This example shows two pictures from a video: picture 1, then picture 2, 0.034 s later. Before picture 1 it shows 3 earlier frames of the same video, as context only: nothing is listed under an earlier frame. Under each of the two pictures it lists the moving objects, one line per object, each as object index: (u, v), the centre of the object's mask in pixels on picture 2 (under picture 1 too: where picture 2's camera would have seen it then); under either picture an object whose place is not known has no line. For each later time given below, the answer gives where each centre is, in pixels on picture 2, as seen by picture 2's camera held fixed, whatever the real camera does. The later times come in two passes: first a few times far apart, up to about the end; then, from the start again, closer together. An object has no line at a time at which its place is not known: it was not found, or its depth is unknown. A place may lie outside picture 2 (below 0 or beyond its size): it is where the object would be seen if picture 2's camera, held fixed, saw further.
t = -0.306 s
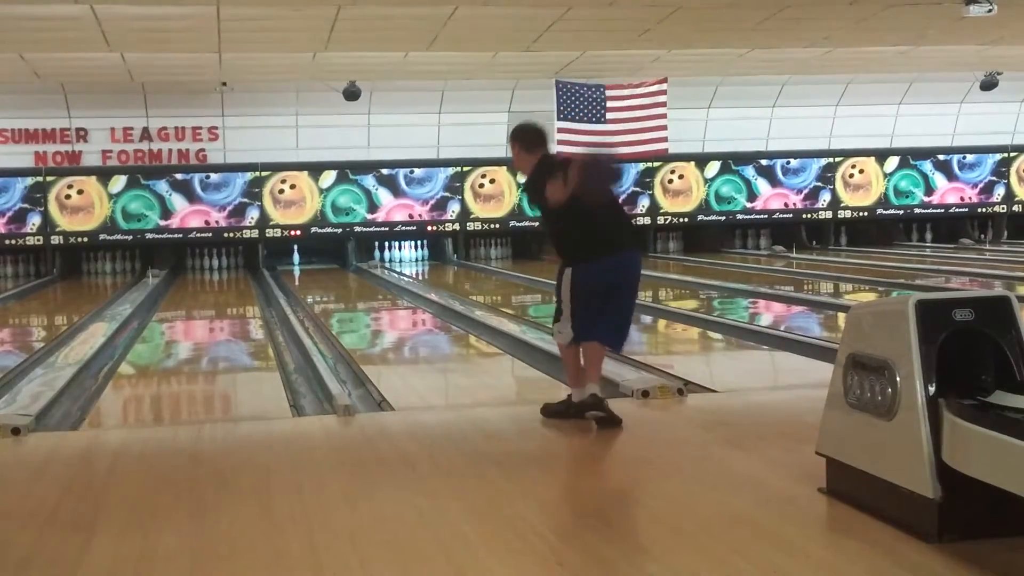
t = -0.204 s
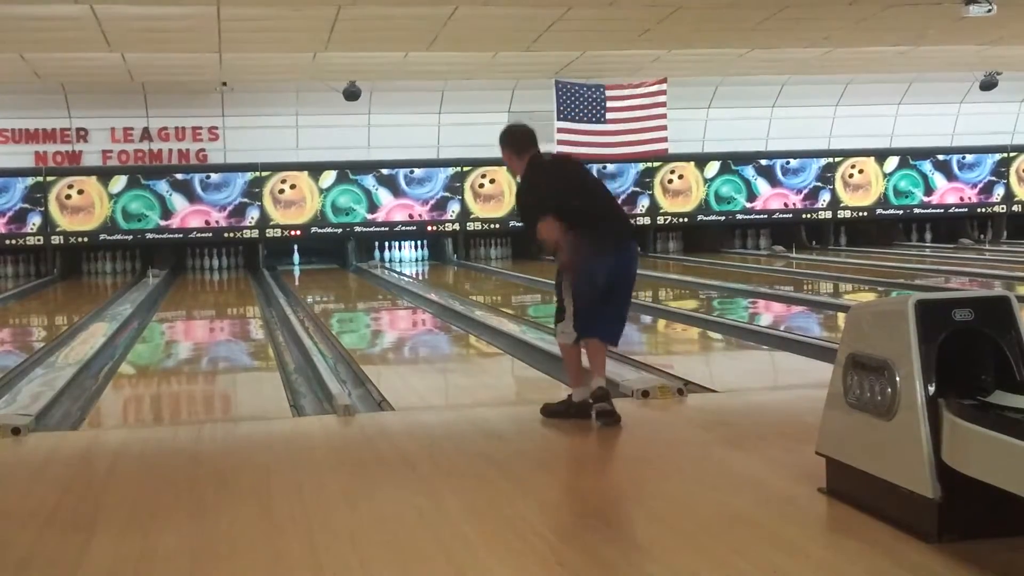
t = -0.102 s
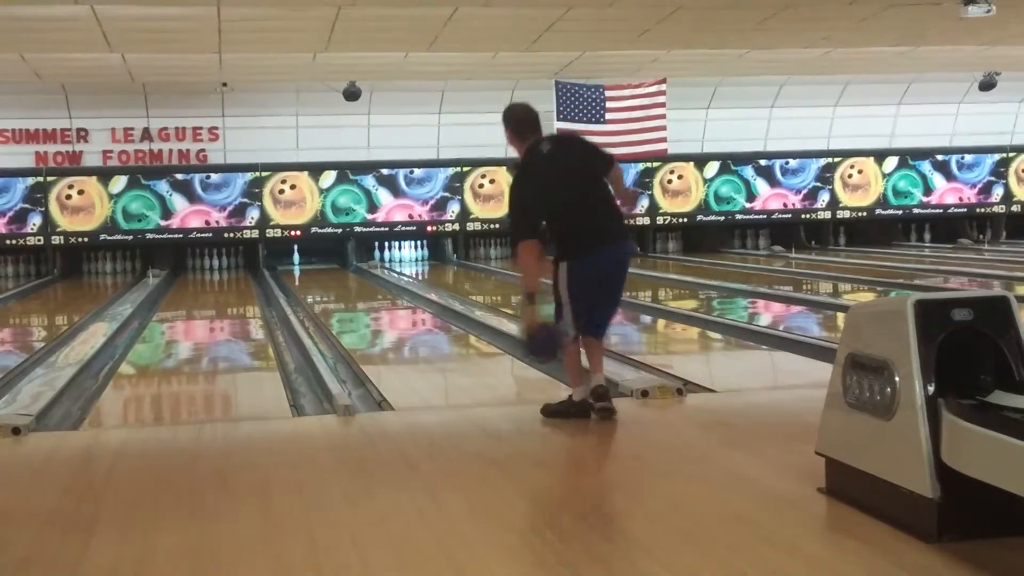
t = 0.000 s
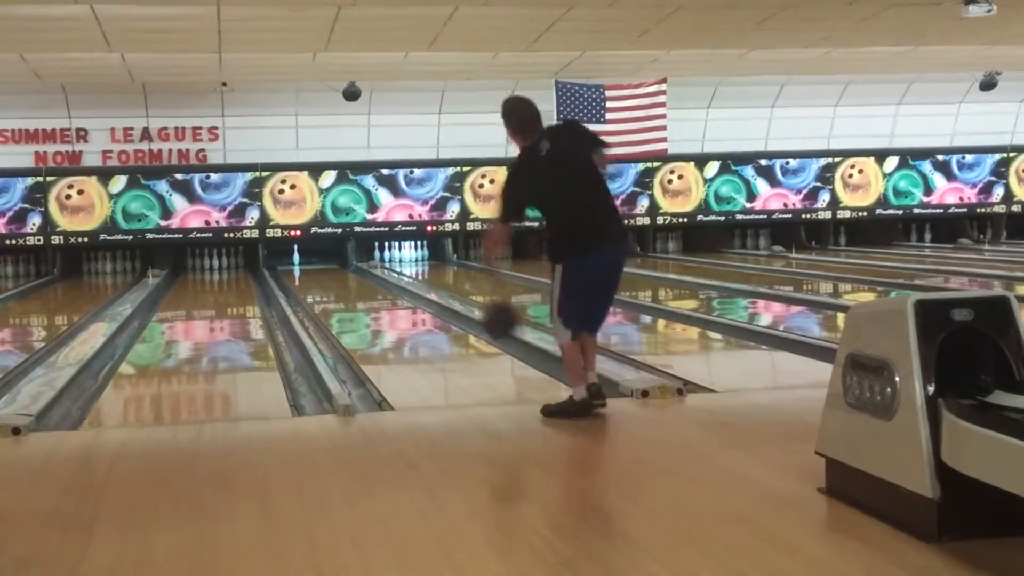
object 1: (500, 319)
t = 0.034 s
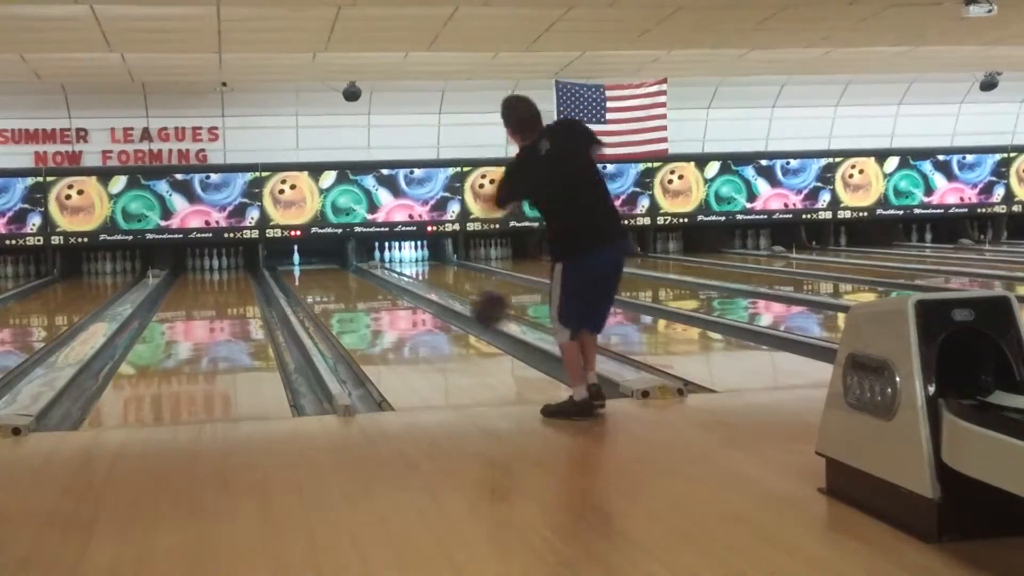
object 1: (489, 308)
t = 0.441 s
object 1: (403, 329)
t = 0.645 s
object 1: (375, 317)
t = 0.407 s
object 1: (408, 320)
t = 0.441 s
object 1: (403, 329)
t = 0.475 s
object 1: (397, 327)
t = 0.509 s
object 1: (392, 324)
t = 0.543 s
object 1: (388, 322)
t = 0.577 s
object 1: (383, 320)
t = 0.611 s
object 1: (379, 318)
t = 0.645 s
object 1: (375, 317)
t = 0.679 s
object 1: (371, 315)
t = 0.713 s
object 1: (367, 313)
